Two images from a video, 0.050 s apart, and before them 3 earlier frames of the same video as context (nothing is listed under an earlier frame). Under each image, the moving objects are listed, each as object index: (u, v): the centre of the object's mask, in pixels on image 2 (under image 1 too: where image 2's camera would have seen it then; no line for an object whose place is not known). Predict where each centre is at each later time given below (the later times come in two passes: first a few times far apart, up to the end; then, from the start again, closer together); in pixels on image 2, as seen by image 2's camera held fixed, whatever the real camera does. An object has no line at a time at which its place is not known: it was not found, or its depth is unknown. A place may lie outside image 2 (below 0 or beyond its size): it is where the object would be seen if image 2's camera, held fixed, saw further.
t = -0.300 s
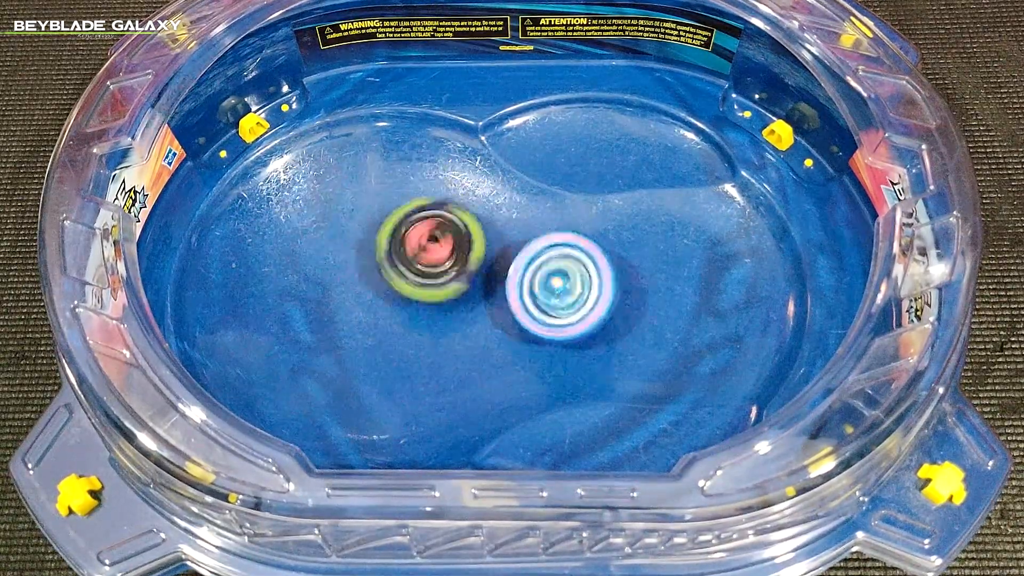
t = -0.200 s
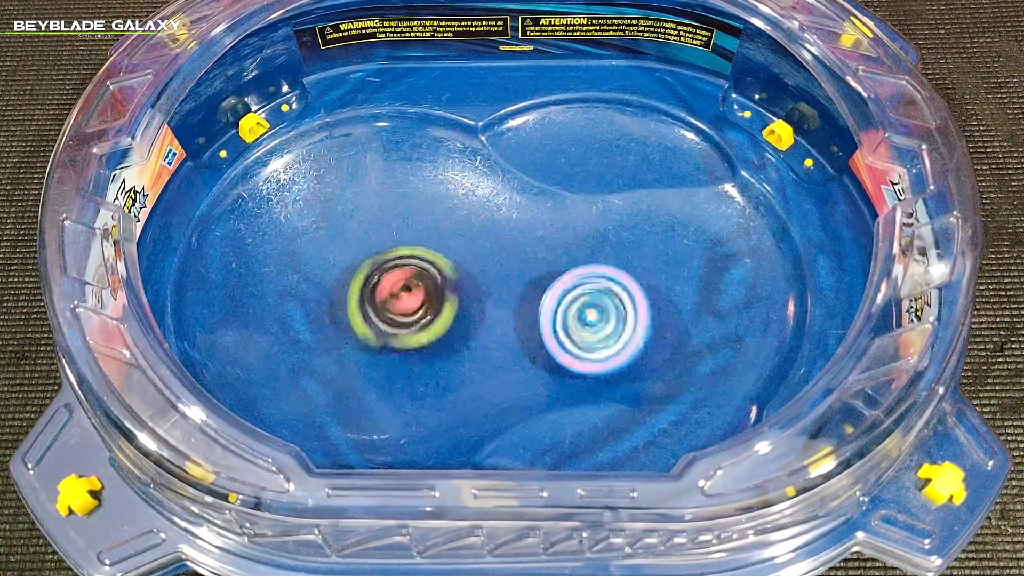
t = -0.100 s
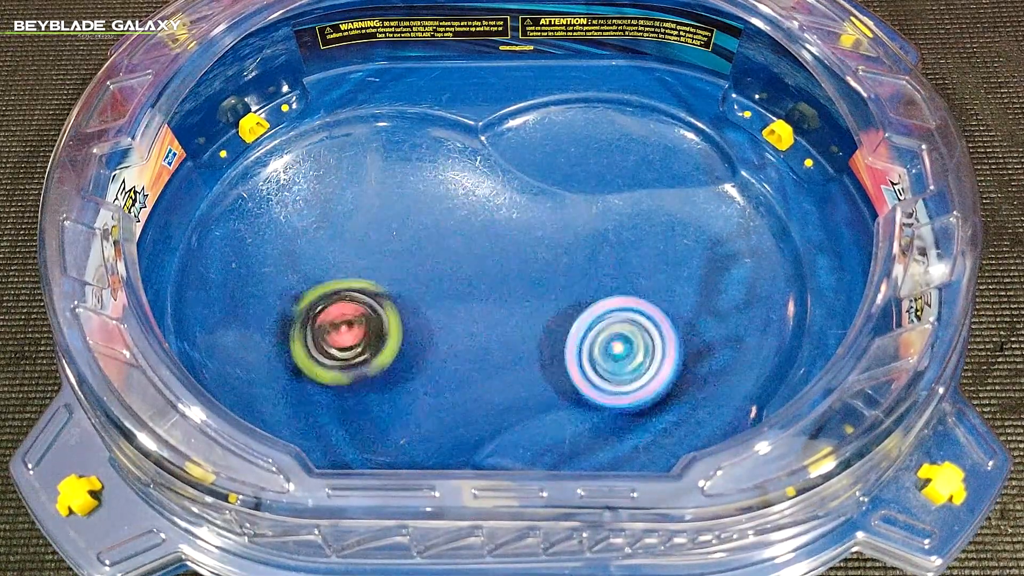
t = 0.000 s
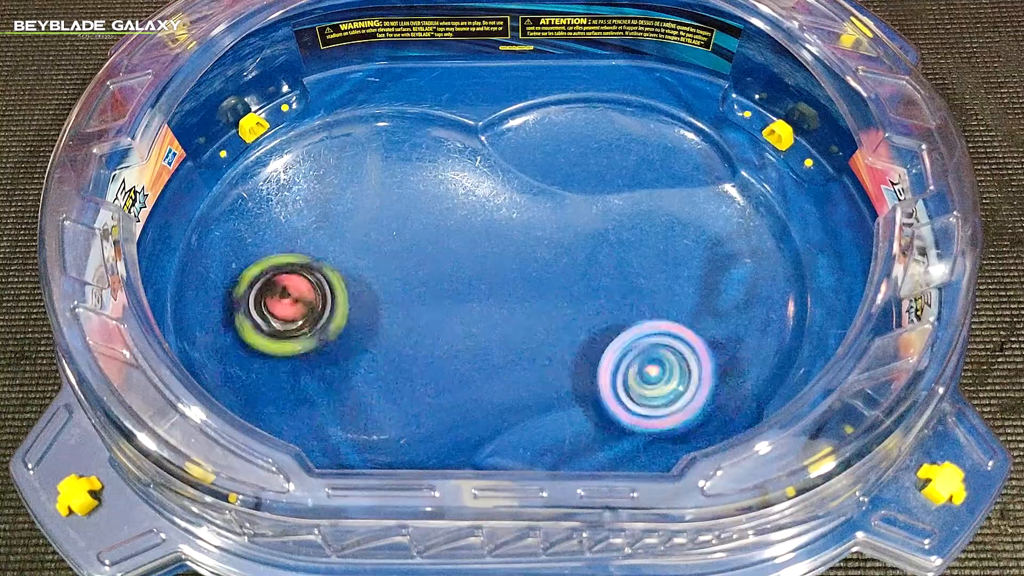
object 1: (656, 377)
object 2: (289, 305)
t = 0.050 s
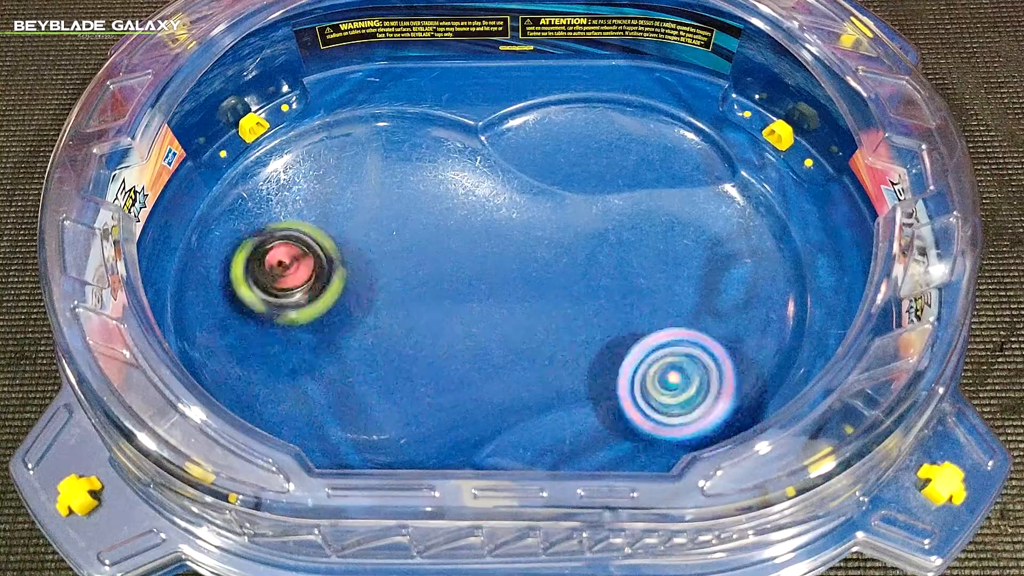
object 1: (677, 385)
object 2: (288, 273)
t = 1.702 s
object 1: (359, 194)
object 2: (670, 324)
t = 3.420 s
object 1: (568, 346)
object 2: (758, 282)
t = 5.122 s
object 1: (529, 282)
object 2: (412, 342)
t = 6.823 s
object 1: (461, 200)
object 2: (389, 326)
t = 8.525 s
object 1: (320, 278)
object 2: (436, 256)
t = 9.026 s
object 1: (323, 305)
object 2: (483, 230)
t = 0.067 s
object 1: (682, 389)
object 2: (292, 261)
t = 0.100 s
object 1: (688, 397)
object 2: (308, 244)
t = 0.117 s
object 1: (689, 400)
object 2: (318, 235)
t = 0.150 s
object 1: (688, 407)
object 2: (343, 227)
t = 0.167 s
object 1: (687, 411)
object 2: (355, 226)
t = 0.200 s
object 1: (685, 416)
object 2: (381, 230)
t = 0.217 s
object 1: (683, 418)
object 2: (392, 235)
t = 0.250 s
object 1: (683, 421)
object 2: (411, 247)
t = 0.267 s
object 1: (681, 422)
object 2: (420, 256)
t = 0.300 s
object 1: (680, 423)
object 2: (432, 274)
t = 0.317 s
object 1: (679, 423)
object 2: (436, 283)
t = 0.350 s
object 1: (677, 424)
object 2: (444, 306)
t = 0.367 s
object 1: (676, 423)
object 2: (447, 316)
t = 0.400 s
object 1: (671, 424)
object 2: (449, 338)
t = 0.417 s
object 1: (670, 423)
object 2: (445, 347)
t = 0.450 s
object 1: (664, 423)
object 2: (434, 365)
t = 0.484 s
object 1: (658, 425)
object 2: (417, 377)
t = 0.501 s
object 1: (653, 425)
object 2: (406, 381)
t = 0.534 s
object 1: (645, 427)
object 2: (380, 386)
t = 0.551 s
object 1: (641, 427)
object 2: (366, 384)
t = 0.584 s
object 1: (632, 429)
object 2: (345, 376)
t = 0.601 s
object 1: (627, 428)
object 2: (334, 369)
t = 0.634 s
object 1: (616, 428)
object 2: (321, 349)
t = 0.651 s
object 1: (611, 428)
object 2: (316, 340)
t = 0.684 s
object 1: (600, 427)
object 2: (314, 316)
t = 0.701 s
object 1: (596, 427)
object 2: (316, 305)
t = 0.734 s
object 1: (586, 426)
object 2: (323, 282)
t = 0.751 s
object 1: (580, 426)
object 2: (330, 273)
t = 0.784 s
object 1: (570, 424)
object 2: (346, 256)
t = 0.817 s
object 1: (560, 422)
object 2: (367, 242)
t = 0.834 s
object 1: (555, 420)
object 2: (378, 237)
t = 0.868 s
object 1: (545, 418)
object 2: (401, 228)
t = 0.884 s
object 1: (541, 416)
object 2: (413, 225)
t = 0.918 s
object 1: (531, 414)
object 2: (436, 221)
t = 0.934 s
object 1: (527, 412)
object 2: (449, 221)
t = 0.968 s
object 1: (518, 408)
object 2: (472, 224)
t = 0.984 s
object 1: (514, 406)
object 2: (484, 225)
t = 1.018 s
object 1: (506, 397)
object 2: (505, 234)
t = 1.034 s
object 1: (504, 390)
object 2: (514, 238)
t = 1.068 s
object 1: (501, 373)
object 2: (528, 251)
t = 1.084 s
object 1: (501, 362)
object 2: (533, 257)
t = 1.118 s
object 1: (496, 355)
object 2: (542, 252)
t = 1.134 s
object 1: (491, 353)
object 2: (550, 244)
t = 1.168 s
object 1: (482, 342)
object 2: (563, 231)
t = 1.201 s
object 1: (473, 328)
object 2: (576, 217)
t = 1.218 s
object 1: (470, 322)
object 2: (585, 211)
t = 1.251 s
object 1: (461, 310)
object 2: (602, 199)
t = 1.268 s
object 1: (458, 305)
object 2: (613, 194)
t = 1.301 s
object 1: (449, 294)
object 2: (632, 183)
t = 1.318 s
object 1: (445, 288)
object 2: (644, 179)
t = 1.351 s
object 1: (434, 276)
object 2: (665, 174)
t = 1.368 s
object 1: (431, 269)
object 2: (677, 173)
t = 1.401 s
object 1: (424, 256)
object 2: (694, 177)
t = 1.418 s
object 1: (422, 251)
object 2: (705, 182)
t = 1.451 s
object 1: (415, 240)
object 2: (723, 195)
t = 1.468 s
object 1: (411, 236)
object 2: (730, 204)
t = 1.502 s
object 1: (404, 225)
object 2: (739, 224)
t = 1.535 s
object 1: (397, 217)
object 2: (743, 247)
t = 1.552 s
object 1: (393, 212)
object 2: (740, 257)
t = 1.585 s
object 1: (385, 206)
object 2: (731, 276)
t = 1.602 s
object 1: (381, 202)
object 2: (723, 283)
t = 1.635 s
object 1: (374, 197)
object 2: (708, 298)
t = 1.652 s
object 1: (369, 196)
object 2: (698, 305)
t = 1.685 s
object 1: (363, 195)
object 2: (680, 319)
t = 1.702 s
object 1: (359, 194)
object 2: (670, 324)
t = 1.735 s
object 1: (353, 195)
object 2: (649, 337)
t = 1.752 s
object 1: (350, 196)
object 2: (638, 342)
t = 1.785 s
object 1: (345, 198)
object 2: (616, 351)
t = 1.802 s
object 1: (342, 199)
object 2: (604, 354)
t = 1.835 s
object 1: (340, 201)
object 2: (579, 361)
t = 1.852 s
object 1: (339, 202)
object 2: (567, 364)
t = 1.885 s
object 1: (338, 207)
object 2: (539, 370)
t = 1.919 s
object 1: (337, 211)
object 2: (512, 374)
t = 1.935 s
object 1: (338, 214)
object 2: (499, 378)
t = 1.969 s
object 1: (340, 217)
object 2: (472, 381)
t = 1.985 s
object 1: (342, 220)
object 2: (458, 384)
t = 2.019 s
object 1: (347, 224)
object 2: (432, 386)
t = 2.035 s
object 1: (350, 226)
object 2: (418, 389)
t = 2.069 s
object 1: (356, 229)
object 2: (393, 390)
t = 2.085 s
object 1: (360, 231)
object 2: (380, 391)
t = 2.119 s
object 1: (367, 233)
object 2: (356, 388)
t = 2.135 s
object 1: (372, 234)
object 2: (343, 387)
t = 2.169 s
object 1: (378, 235)
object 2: (321, 380)
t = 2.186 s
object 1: (383, 236)
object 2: (308, 375)
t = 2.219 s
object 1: (390, 237)
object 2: (288, 365)
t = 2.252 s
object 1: (400, 239)
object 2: (269, 351)
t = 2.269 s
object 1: (403, 240)
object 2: (262, 343)
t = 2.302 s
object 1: (413, 241)
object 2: (247, 325)
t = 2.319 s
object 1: (416, 243)
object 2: (243, 315)
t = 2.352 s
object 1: (426, 246)
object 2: (236, 294)
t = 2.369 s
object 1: (429, 248)
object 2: (236, 284)
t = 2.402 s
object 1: (438, 251)
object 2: (238, 262)
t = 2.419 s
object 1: (442, 253)
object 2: (242, 253)
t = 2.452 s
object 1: (451, 256)
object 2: (253, 234)
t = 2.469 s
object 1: (454, 258)
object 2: (261, 227)
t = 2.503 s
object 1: (463, 261)
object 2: (280, 212)
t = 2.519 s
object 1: (467, 263)
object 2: (290, 207)
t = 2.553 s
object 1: (476, 267)
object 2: (312, 199)
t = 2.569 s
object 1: (481, 270)
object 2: (322, 196)
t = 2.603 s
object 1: (488, 274)
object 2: (347, 194)
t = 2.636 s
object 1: (497, 278)
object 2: (368, 194)
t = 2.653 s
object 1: (500, 281)
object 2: (380, 195)
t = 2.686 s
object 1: (507, 287)
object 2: (401, 198)
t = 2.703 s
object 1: (509, 292)
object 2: (412, 201)
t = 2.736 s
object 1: (514, 300)
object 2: (432, 206)
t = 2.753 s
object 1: (515, 304)
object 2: (443, 209)
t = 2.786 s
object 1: (518, 312)
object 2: (463, 216)
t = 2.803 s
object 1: (518, 316)
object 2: (473, 220)
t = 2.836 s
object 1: (522, 325)
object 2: (491, 225)
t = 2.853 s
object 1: (524, 330)
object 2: (500, 229)
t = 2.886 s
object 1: (528, 339)
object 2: (519, 234)
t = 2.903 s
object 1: (529, 344)
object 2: (529, 237)
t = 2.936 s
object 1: (533, 350)
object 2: (548, 242)
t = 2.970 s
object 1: (538, 355)
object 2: (567, 248)
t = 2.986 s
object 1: (540, 356)
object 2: (576, 251)
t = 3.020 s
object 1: (548, 358)
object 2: (592, 259)
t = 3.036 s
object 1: (550, 360)
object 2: (600, 262)
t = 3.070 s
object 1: (558, 362)
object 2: (614, 269)
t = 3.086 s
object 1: (560, 365)
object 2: (622, 270)
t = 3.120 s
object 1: (565, 368)
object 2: (636, 272)
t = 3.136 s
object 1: (569, 369)
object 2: (642, 274)
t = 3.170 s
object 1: (575, 368)
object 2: (653, 277)
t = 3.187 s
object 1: (579, 367)
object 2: (659, 279)
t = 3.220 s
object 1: (585, 363)
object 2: (666, 282)
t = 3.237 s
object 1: (586, 362)
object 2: (671, 281)
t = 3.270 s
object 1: (581, 364)
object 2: (690, 275)
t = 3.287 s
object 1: (579, 363)
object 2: (700, 272)
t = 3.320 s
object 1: (578, 361)
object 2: (719, 268)
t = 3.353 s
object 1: (576, 357)
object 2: (736, 266)
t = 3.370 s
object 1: (576, 354)
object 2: (744, 267)
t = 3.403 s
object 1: (572, 349)
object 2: (754, 275)
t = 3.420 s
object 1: (568, 346)
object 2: (758, 282)
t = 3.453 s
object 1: (560, 341)
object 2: (757, 296)
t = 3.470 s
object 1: (554, 339)
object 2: (754, 305)
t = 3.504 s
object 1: (544, 334)
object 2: (741, 318)
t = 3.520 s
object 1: (539, 332)
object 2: (731, 322)
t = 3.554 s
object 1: (527, 326)
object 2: (711, 324)
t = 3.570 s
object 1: (522, 323)
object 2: (701, 324)
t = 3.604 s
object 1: (509, 317)
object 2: (686, 317)
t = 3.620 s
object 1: (505, 313)
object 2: (677, 311)
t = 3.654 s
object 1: (493, 307)
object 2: (661, 301)
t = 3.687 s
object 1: (482, 299)
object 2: (645, 289)
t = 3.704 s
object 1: (477, 295)
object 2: (637, 283)
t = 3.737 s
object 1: (466, 287)
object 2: (623, 271)
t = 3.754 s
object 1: (461, 283)
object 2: (616, 266)
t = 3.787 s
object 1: (451, 275)
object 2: (602, 254)
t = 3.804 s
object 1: (445, 271)
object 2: (595, 247)
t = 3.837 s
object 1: (438, 262)
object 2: (583, 236)
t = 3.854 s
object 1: (433, 259)
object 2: (579, 229)
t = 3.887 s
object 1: (426, 251)
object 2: (570, 221)
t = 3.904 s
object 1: (423, 247)
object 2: (566, 215)
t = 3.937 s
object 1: (415, 238)
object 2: (560, 210)
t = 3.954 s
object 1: (412, 234)
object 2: (558, 208)
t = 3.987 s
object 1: (405, 226)
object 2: (557, 207)
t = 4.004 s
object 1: (402, 221)
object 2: (554, 209)
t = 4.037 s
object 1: (396, 213)
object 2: (552, 212)
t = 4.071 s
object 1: (390, 207)
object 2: (547, 216)
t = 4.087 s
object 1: (386, 204)
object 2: (542, 221)
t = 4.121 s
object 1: (381, 198)
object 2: (529, 229)
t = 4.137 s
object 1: (377, 196)
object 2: (521, 234)
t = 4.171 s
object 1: (371, 191)
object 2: (504, 243)
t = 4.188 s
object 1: (368, 191)
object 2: (495, 248)
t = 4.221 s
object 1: (363, 188)
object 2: (477, 257)
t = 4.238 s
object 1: (362, 188)
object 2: (468, 260)
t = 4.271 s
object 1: (358, 189)
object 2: (450, 269)
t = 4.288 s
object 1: (358, 190)
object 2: (441, 273)
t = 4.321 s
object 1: (357, 192)
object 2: (423, 283)
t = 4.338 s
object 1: (357, 192)
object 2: (414, 287)
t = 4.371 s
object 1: (357, 195)
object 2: (396, 298)
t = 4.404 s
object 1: (359, 199)
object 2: (379, 308)
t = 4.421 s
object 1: (359, 200)
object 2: (370, 314)
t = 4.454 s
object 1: (362, 204)
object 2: (355, 322)
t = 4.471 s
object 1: (363, 207)
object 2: (347, 325)
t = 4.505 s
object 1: (366, 209)
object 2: (329, 331)
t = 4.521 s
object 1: (369, 211)
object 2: (320, 333)
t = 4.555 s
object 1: (374, 214)
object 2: (300, 334)
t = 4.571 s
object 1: (376, 214)
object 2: (293, 335)
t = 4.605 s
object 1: (382, 218)
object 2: (274, 331)
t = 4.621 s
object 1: (384, 219)
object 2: (266, 329)
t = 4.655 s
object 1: (390, 223)
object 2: (255, 319)
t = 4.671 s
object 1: (393, 225)
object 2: (252, 314)
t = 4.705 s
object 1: (398, 227)
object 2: (252, 300)
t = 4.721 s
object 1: (402, 228)
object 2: (257, 293)
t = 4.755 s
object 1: (408, 232)
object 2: (273, 285)
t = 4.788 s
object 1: (415, 236)
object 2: (291, 278)
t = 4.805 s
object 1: (419, 238)
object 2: (301, 277)
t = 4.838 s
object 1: (426, 244)
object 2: (322, 275)
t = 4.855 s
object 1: (434, 244)
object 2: (328, 276)
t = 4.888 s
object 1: (450, 247)
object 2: (341, 280)
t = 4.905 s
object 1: (457, 250)
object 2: (349, 281)
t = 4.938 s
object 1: (473, 253)
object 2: (360, 287)
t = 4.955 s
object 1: (480, 256)
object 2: (366, 291)
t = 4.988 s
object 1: (489, 260)
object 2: (381, 297)
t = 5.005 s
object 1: (493, 262)
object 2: (387, 302)
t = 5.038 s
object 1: (505, 266)
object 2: (399, 313)
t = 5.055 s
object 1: (510, 269)
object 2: (403, 318)
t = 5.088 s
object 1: (520, 276)
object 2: (409, 331)
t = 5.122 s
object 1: (529, 282)
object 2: (412, 342)
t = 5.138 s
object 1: (532, 286)
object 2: (412, 347)
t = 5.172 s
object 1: (539, 294)
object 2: (410, 357)
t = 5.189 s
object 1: (543, 298)
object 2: (410, 359)
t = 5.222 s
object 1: (547, 308)
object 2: (403, 364)
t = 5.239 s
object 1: (549, 313)
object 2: (403, 364)
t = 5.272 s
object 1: (552, 323)
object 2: (397, 365)
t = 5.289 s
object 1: (553, 327)
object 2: (394, 364)
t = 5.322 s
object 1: (556, 336)
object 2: (391, 362)
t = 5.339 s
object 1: (558, 340)
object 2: (386, 358)
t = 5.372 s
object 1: (561, 347)
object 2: (384, 355)
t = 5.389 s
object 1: (562, 351)
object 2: (380, 351)
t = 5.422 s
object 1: (565, 355)
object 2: (379, 342)
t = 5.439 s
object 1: (568, 358)
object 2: (377, 338)
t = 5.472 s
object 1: (572, 363)
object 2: (376, 329)
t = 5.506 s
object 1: (577, 365)
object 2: (377, 317)
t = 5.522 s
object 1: (580, 365)
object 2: (380, 310)
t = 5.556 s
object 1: (586, 365)
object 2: (383, 298)
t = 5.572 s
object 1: (588, 364)
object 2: (388, 292)
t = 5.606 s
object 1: (593, 362)
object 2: (395, 281)
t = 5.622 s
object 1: (596, 360)
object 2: (397, 277)
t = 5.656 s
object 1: (599, 356)
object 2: (400, 269)
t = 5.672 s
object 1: (599, 352)
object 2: (404, 266)
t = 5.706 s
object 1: (600, 347)
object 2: (407, 259)
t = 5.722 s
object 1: (600, 346)
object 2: (411, 255)
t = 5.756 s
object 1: (597, 342)
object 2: (415, 249)
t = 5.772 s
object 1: (596, 341)
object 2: (417, 246)
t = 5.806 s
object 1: (590, 340)
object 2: (421, 241)
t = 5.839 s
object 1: (584, 339)
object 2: (426, 237)
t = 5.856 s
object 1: (579, 337)
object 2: (428, 235)
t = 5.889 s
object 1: (570, 333)
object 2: (431, 234)
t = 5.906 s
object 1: (566, 332)
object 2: (433, 233)
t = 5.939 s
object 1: (557, 326)
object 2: (435, 233)
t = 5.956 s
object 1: (553, 322)
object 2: (437, 233)
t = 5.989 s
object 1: (544, 315)
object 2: (438, 234)
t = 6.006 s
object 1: (539, 311)
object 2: (440, 235)
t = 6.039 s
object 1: (530, 304)
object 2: (440, 238)
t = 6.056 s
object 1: (527, 301)
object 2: (440, 238)
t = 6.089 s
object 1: (536, 304)
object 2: (421, 233)
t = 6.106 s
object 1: (539, 308)
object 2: (413, 229)
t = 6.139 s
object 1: (545, 313)
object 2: (393, 223)
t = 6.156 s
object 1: (546, 315)
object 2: (380, 221)
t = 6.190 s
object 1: (543, 313)
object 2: (370, 221)
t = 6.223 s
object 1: (537, 308)
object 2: (358, 218)
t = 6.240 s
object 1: (535, 303)
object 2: (351, 218)
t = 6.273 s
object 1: (529, 293)
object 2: (341, 217)
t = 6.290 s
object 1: (527, 287)
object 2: (334, 217)
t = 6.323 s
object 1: (525, 276)
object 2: (324, 218)
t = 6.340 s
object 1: (525, 271)
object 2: (320, 218)
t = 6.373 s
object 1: (524, 260)
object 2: (314, 219)
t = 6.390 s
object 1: (523, 255)
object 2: (312, 220)
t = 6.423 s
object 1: (522, 246)
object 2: (314, 227)
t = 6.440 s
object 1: (521, 244)
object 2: (315, 228)
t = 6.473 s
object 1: (519, 237)
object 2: (317, 237)
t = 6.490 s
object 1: (517, 233)
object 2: (318, 245)
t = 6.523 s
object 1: (513, 227)
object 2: (324, 255)
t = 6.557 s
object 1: (509, 221)
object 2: (328, 266)
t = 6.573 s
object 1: (508, 220)
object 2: (330, 272)
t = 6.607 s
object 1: (503, 216)
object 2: (336, 281)
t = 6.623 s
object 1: (500, 212)
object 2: (339, 285)
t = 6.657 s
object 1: (495, 208)
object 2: (346, 294)
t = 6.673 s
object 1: (492, 208)
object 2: (349, 297)
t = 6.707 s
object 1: (486, 206)
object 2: (356, 305)
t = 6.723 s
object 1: (483, 204)
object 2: (360, 309)
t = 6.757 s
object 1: (476, 202)
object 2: (369, 314)
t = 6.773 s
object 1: (472, 203)
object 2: (373, 318)
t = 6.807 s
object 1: (465, 201)
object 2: (385, 324)
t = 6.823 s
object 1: (461, 200)
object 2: (389, 326)
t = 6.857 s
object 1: (454, 200)
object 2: (404, 328)
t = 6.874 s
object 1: (450, 201)
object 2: (411, 328)
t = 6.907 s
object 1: (443, 202)
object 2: (423, 329)
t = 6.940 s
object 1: (435, 204)
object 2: (436, 328)
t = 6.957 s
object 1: (431, 205)
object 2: (441, 327)
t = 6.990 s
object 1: (424, 209)
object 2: (455, 325)
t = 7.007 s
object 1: (421, 212)
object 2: (462, 323)
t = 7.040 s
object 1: (414, 217)
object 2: (475, 318)
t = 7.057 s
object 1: (411, 219)
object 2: (480, 316)
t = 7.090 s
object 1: (406, 225)
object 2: (492, 311)
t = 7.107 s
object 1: (403, 229)
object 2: (498, 308)
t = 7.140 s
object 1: (398, 234)
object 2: (509, 300)
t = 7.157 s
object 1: (396, 237)
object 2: (516, 298)
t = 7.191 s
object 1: (390, 242)
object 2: (527, 291)
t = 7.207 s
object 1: (389, 244)
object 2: (533, 286)
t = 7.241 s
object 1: (384, 251)
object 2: (544, 280)
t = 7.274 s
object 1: (379, 257)
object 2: (556, 273)
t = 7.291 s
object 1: (376, 260)
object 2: (560, 269)
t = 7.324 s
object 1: (371, 265)
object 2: (569, 264)
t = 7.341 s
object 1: (369, 267)
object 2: (574, 262)
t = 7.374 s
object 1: (363, 272)
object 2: (584, 257)
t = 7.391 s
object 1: (360, 274)
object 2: (588, 256)
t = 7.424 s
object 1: (354, 279)
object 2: (593, 254)
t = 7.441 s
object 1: (352, 281)
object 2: (597, 253)
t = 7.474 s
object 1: (346, 285)
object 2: (601, 250)
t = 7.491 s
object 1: (343, 288)
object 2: (601, 250)
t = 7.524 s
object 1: (338, 294)
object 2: (605, 249)
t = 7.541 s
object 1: (337, 296)
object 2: (606, 250)
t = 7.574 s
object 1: (333, 301)
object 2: (608, 249)
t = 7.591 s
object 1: (331, 305)
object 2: (606, 249)
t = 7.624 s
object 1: (328, 310)
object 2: (608, 250)
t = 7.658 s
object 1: (326, 316)
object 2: (606, 251)
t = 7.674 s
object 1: (326, 318)
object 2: (605, 252)
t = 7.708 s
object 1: (324, 324)
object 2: (601, 254)
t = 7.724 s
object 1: (323, 326)
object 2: (601, 254)
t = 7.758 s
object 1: (323, 331)
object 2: (594, 254)
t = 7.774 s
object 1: (324, 333)
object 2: (592, 257)
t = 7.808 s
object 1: (325, 336)
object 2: (587, 258)
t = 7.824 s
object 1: (327, 339)
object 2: (582, 259)
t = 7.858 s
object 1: (330, 341)
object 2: (574, 263)
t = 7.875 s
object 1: (332, 342)
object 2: (570, 263)
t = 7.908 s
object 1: (336, 343)
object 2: (559, 266)
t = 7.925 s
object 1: (340, 343)
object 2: (552, 267)
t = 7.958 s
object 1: (346, 342)
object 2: (539, 269)
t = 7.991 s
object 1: (351, 339)
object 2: (526, 271)
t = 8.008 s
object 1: (353, 337)
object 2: (521, 271)
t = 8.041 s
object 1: (357, 331)
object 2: (507, 272)
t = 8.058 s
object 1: (360, 329)
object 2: (499, 274)
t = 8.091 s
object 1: (364, 323)
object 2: (486, 278)
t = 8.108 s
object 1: (365, 320)
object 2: (481, 279)
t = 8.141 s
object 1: (356, 317)
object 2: (481, 276)
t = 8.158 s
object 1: (349, 315)
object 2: (483, 273)
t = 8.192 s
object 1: (342, 310)
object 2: (482, 270)
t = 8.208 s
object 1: (341, 308)
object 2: (481, 270)
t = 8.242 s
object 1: (339, 306)
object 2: (476, 269)
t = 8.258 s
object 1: (337, 303)
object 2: (475, 268)
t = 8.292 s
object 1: (336, 299)
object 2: (470, 267)
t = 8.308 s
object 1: (336, 298)
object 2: (469, 267)
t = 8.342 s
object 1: (334, 294)
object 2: (460, 265)
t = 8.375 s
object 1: (333, 291)
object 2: (455, 265)
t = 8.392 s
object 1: (332, 289)
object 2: (452, 264)
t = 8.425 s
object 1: (330, 285)
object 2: (444, 262)
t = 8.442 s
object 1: (327, 283)
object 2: (443, 262)
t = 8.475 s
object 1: (325, 281)
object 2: (438, 259)
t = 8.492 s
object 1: (324, 280)
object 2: (437, 260)
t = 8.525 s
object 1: (320, 278)
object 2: (436, 256)
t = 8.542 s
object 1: (319, 278)
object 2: (432, 257)
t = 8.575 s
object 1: (317, 277)
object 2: (432, 257)
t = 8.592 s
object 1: (316, 276)
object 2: (431, 255)
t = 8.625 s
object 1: (312, 277)
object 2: (429, 256)
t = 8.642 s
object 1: (311, 276)
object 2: (432, 253)
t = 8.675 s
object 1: (310, 278)
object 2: (432, 253)
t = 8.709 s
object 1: (309, 280)
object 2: (434, 252)
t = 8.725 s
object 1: (309, 281)
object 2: (433, 251)
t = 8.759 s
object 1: (314, 282)
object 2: (431, 253)
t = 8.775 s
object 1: (315, 283)
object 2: (430, 253)
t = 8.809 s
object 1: (319, 285)
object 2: (429, 252)
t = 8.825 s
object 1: (318, 285)
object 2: (429, 253)
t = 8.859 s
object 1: (308, 288)
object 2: (442, 244)
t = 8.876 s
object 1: (308, 288)
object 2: (445, 243)
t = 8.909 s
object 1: (310, 291)
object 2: (452, 240)
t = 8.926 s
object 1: (310, 294)
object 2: (456, 239)
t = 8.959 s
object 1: (312, 299)
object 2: (468, 234)
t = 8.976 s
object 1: (315, 300)
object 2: (472, 232)
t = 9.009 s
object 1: (320, 303)
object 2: (480, 230)
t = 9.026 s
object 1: (323, 305)
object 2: (483, 230)
